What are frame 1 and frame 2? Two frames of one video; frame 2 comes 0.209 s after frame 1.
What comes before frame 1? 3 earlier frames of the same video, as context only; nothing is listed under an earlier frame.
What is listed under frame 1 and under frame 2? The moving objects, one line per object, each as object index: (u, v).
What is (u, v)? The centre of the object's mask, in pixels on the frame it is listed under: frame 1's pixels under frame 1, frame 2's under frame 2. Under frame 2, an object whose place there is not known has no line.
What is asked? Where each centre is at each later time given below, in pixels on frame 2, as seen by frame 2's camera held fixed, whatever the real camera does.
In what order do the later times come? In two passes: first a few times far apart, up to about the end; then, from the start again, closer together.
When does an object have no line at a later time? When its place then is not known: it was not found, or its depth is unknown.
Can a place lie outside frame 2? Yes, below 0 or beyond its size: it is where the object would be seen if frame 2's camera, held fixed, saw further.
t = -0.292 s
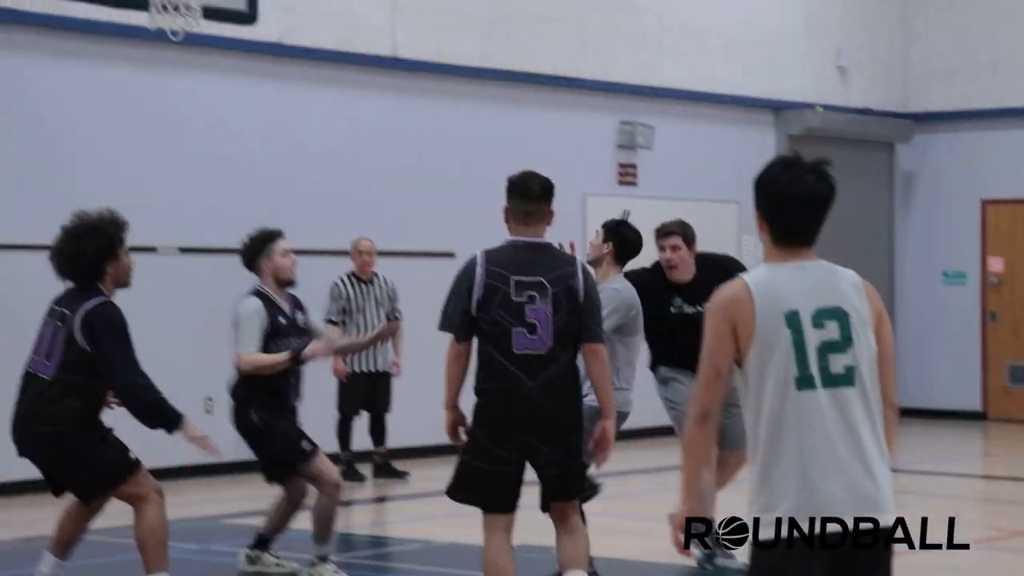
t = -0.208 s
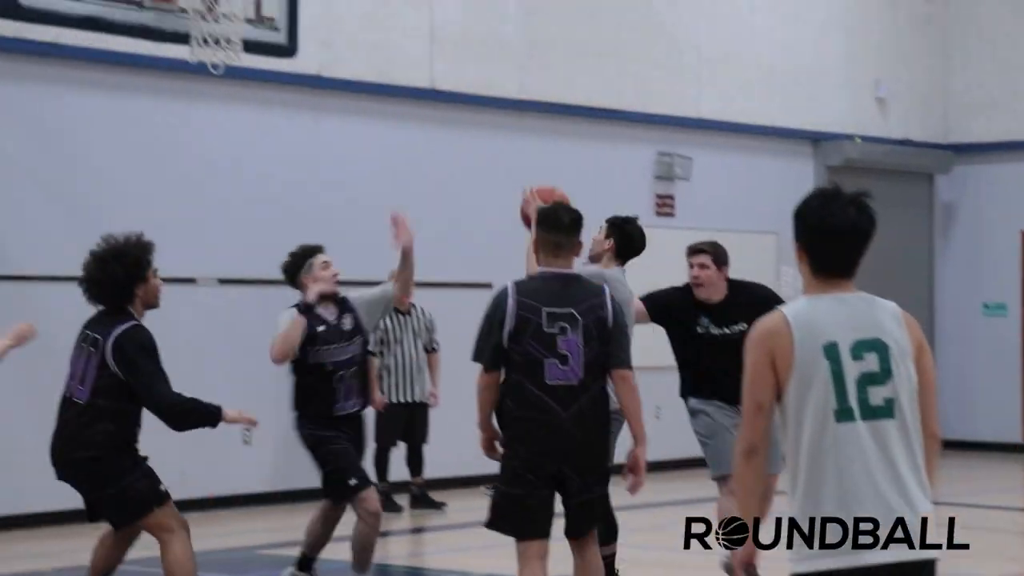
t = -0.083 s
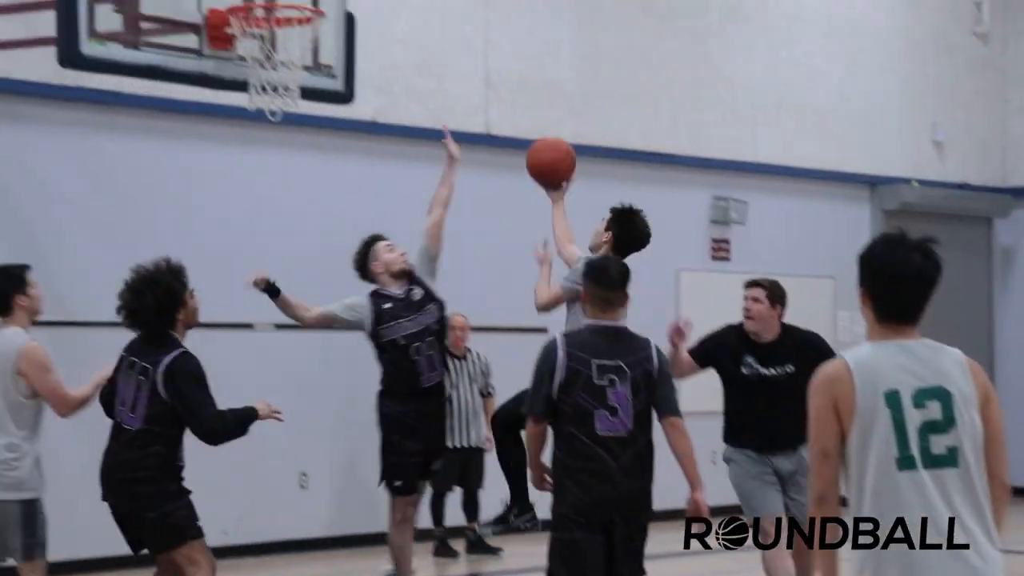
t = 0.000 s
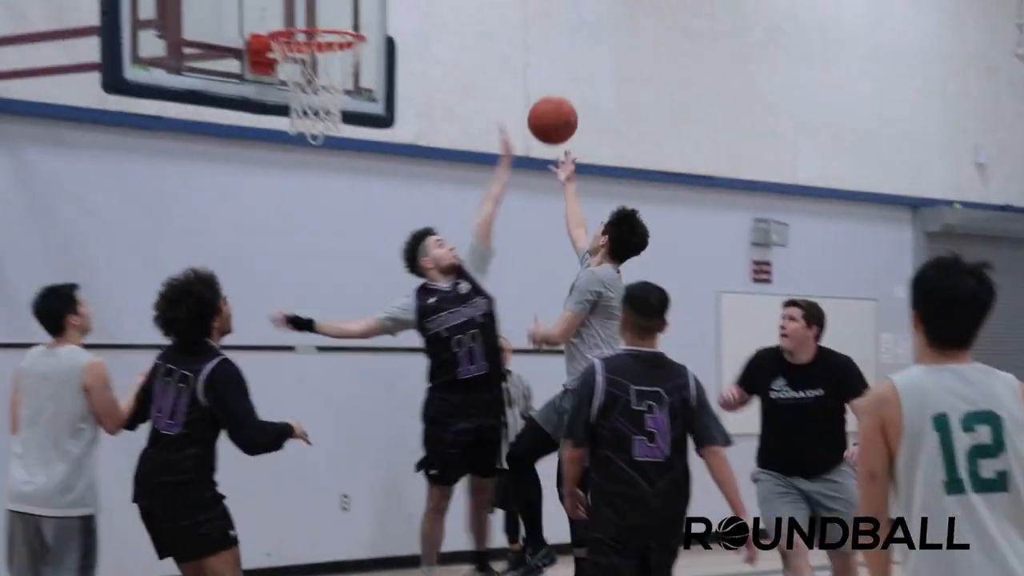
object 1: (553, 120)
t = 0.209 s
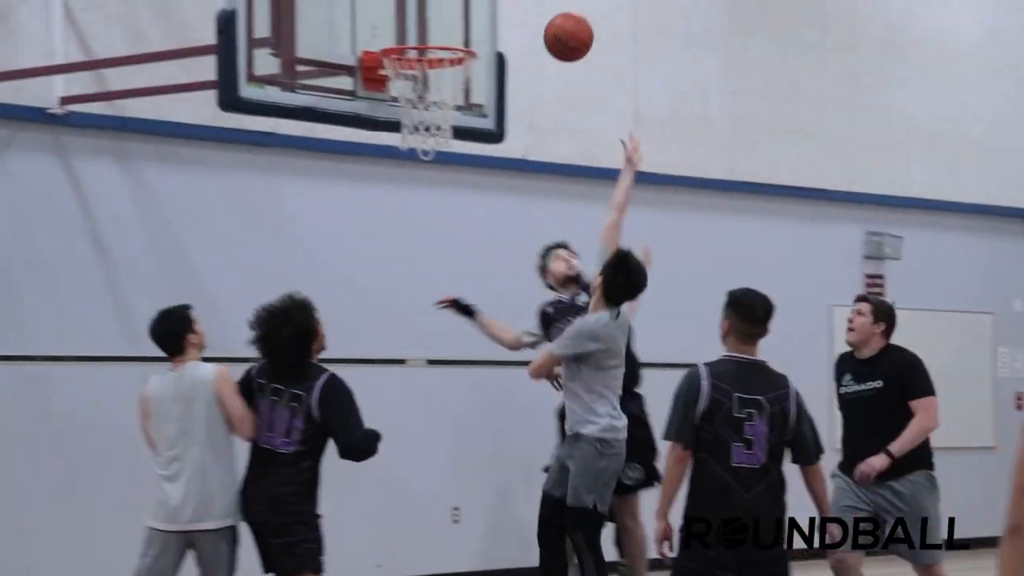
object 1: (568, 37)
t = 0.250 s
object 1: (551, 28)
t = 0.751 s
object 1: (451, 39)
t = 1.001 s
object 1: (414, 129)
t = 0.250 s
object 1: (551, 28)
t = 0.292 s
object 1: (533, 22)
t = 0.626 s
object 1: (462, 17)
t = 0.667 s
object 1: (459, 22)
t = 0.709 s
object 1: (456, 28)
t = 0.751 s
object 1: (451, 39)
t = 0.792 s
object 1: (445, 56)
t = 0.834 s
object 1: (438, 71)
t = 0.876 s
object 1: (430, 89)
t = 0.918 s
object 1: (426, 108)
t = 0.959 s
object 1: (418, 119)
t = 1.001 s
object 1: (414, 129)
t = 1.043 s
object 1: (413, 137)
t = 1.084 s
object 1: (411, 146)
